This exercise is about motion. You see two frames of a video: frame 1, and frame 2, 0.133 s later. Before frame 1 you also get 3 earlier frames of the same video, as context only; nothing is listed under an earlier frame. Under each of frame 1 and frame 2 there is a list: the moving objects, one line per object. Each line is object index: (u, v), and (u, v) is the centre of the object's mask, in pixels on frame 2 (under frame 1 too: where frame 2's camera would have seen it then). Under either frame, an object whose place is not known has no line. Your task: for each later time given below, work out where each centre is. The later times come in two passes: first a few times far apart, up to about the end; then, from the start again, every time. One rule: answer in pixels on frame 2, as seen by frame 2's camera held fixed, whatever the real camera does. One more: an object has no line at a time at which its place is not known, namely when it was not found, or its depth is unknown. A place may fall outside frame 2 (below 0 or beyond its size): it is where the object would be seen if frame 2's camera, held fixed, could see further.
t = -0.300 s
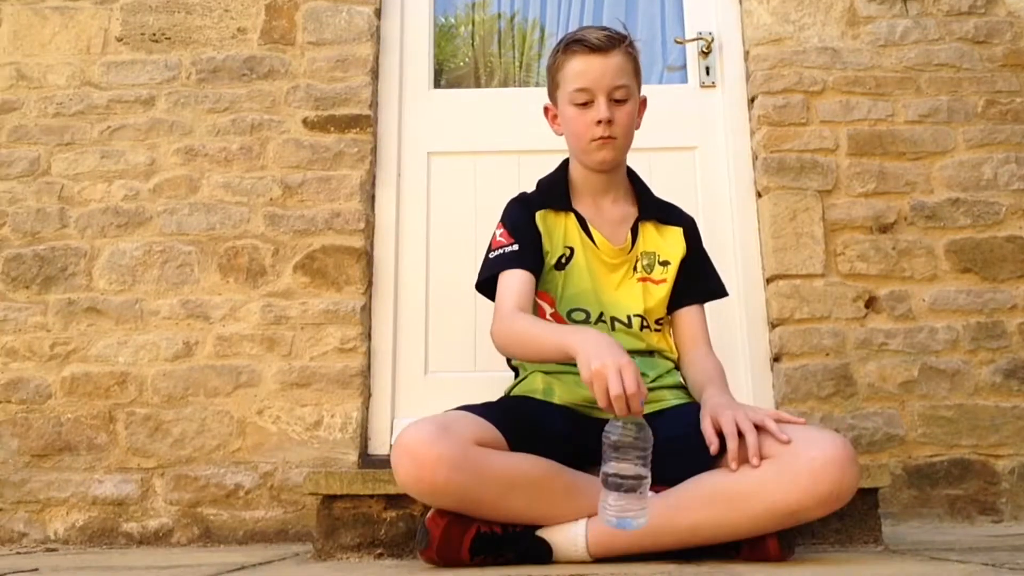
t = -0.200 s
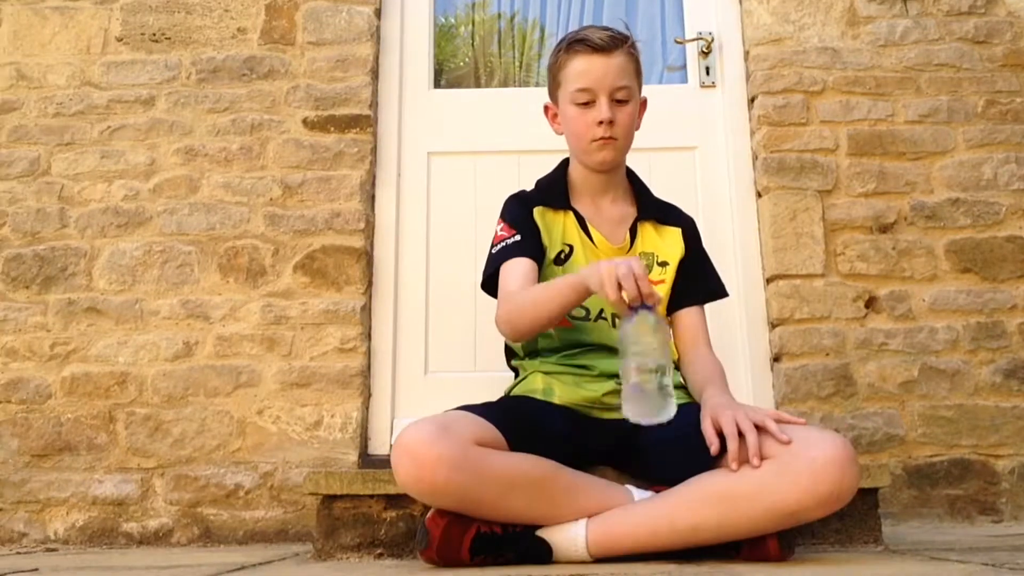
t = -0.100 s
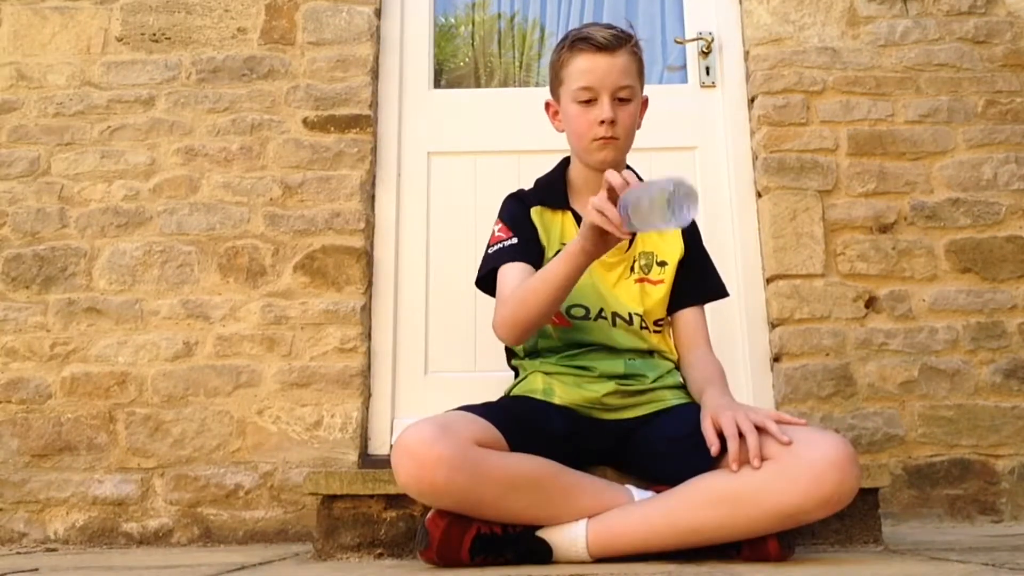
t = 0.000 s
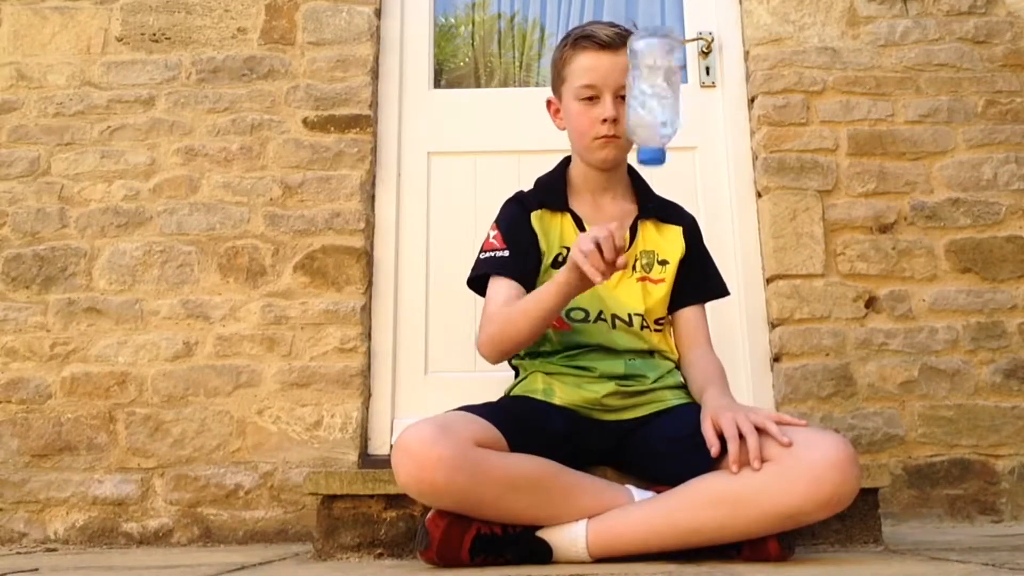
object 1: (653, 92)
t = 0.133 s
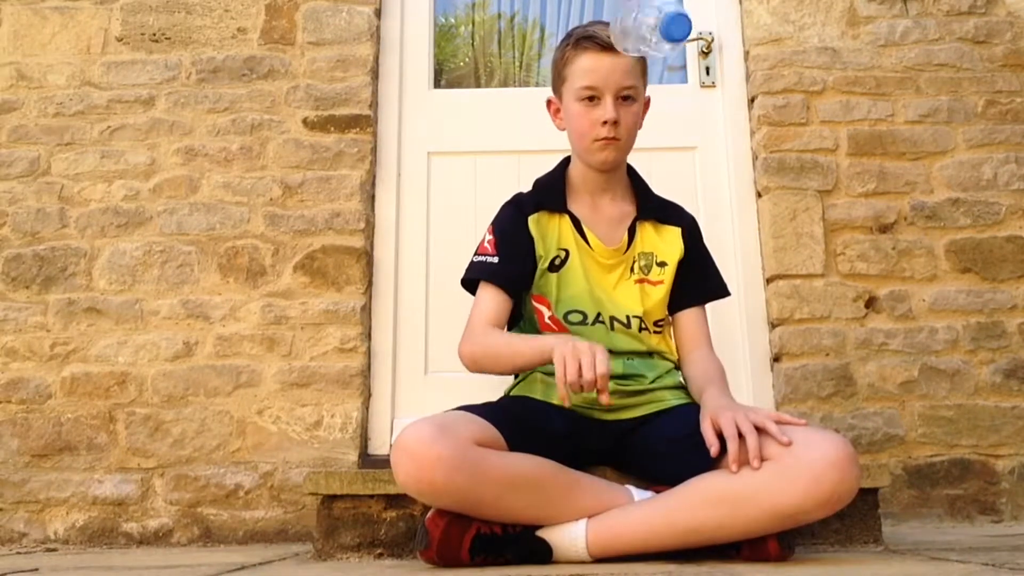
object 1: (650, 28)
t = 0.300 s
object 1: (661, 175)
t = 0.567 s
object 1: (687, 501)
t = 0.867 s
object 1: (677, 502)
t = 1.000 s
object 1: (678, 502)
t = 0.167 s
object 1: (651, 36)
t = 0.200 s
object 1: (653, 56)
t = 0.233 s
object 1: (655, 82)
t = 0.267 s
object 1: (657, 123)
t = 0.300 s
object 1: (661, 175)
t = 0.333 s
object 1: (665, 245)
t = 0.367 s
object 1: (669, 334)
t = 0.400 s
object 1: (675, 446)
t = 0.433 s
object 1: (679, 498)
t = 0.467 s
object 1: (680, 500)
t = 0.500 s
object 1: (681, 501)
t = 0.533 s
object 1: (683, 501)
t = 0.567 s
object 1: (687, 501)
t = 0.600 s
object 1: (688, 501)
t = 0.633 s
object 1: (688, 501)
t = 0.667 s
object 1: (685, 501)
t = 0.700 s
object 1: (682, 502)
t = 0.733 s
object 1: (677, 502)
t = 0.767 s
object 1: (674, 502)
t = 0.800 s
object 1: (676, 502)
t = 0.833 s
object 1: (679, 502)
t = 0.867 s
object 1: (677, 502)
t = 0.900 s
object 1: (677, 502)
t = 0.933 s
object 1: (679, 502)
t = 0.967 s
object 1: (678, 502)
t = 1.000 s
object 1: (678, 502)
